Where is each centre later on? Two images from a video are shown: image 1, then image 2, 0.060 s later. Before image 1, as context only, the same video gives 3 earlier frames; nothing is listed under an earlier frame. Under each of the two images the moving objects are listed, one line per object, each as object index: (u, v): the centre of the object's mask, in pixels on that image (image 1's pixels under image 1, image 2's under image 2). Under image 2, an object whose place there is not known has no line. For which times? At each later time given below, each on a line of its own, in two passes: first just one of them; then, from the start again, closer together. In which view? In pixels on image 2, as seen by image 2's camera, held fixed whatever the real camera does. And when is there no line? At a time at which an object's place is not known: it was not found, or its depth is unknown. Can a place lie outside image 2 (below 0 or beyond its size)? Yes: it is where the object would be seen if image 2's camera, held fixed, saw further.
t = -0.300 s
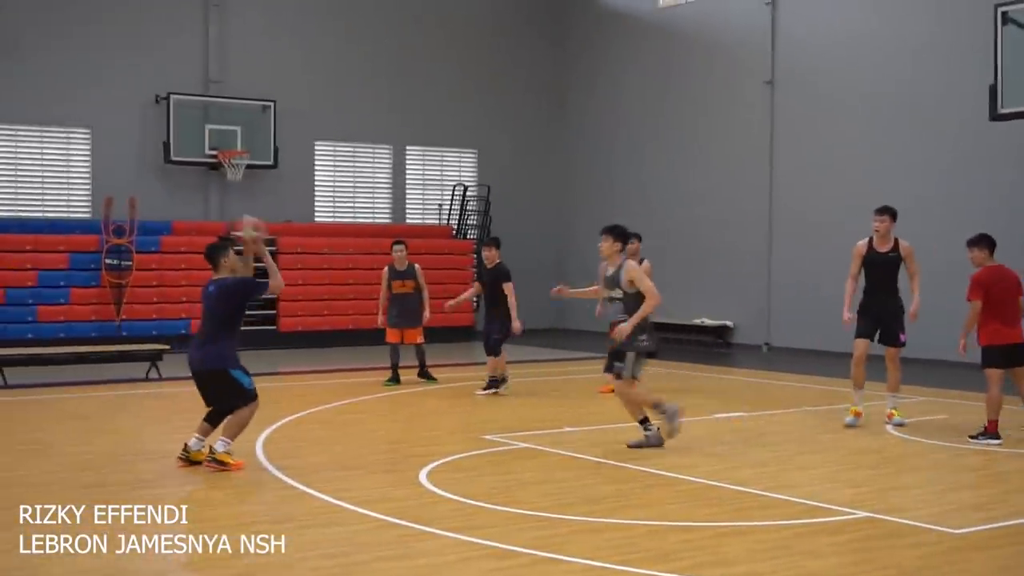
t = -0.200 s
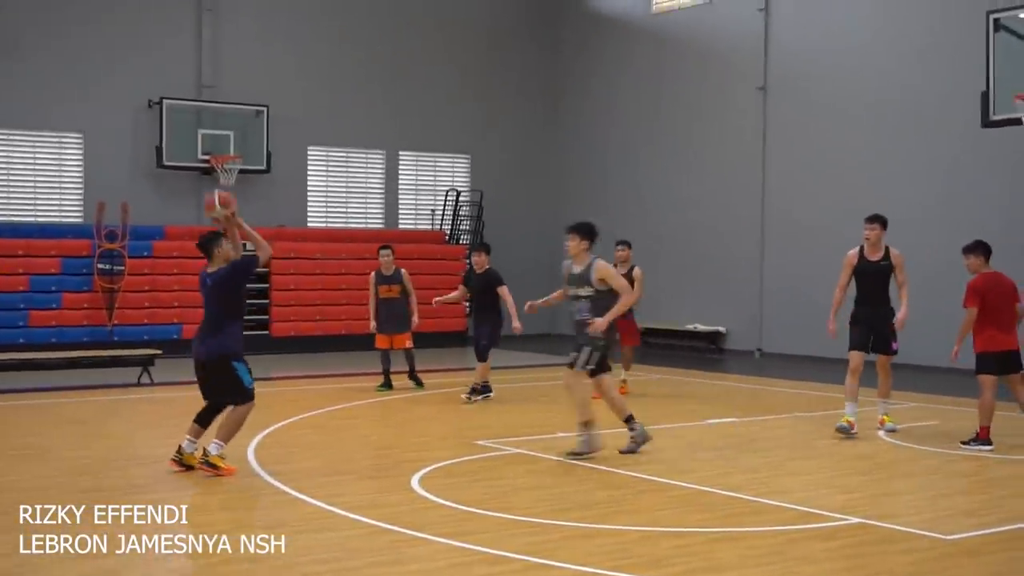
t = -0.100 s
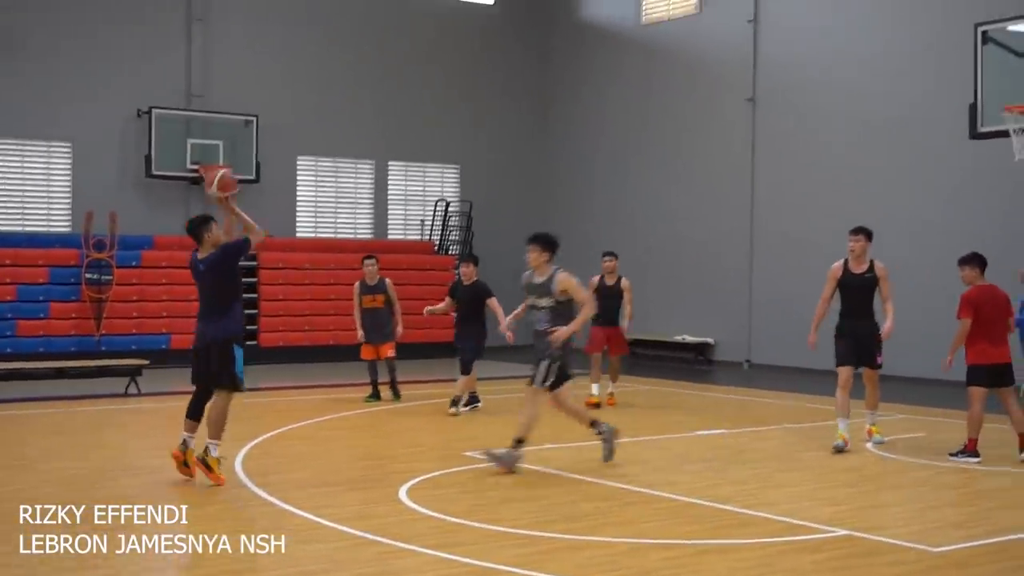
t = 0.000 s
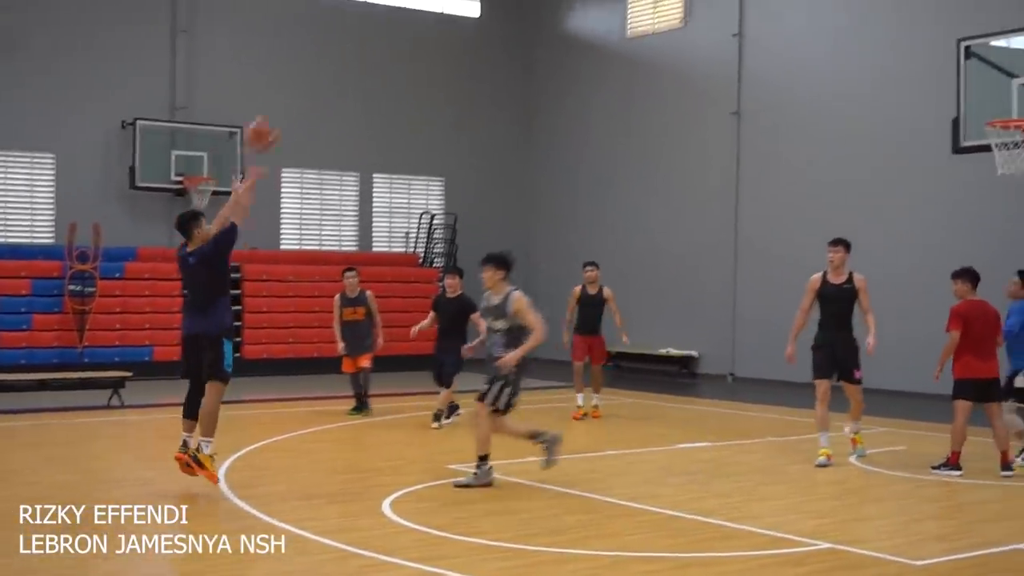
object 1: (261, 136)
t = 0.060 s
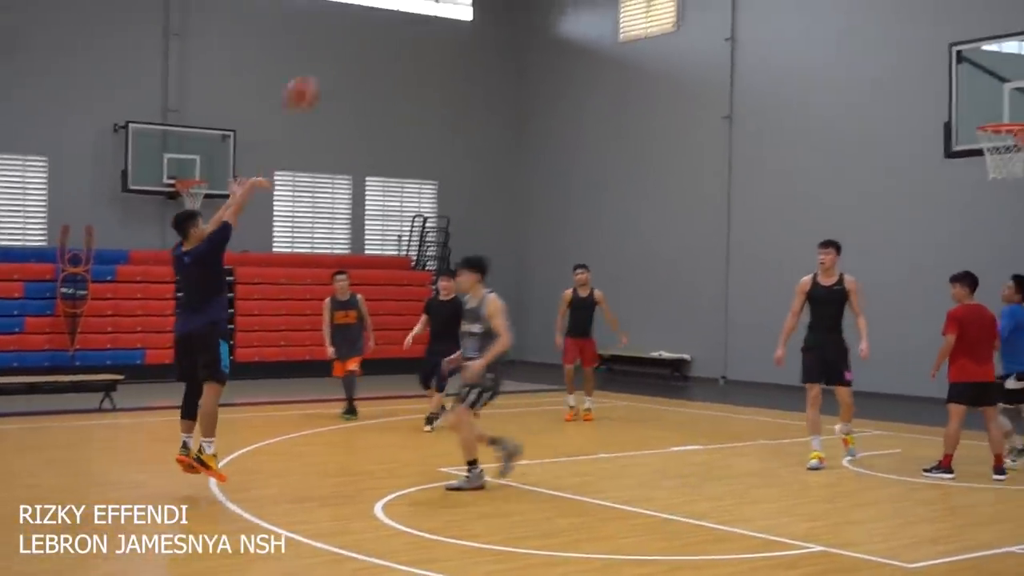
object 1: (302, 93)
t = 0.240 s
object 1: (441, -5)
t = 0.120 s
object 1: (349, 54)
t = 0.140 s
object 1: (364, 43)
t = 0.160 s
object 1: (380, 32)
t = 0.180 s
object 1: (393, 24)
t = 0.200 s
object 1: (409, 15)
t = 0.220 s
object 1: (426, 1)
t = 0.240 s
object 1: (441, -5)
